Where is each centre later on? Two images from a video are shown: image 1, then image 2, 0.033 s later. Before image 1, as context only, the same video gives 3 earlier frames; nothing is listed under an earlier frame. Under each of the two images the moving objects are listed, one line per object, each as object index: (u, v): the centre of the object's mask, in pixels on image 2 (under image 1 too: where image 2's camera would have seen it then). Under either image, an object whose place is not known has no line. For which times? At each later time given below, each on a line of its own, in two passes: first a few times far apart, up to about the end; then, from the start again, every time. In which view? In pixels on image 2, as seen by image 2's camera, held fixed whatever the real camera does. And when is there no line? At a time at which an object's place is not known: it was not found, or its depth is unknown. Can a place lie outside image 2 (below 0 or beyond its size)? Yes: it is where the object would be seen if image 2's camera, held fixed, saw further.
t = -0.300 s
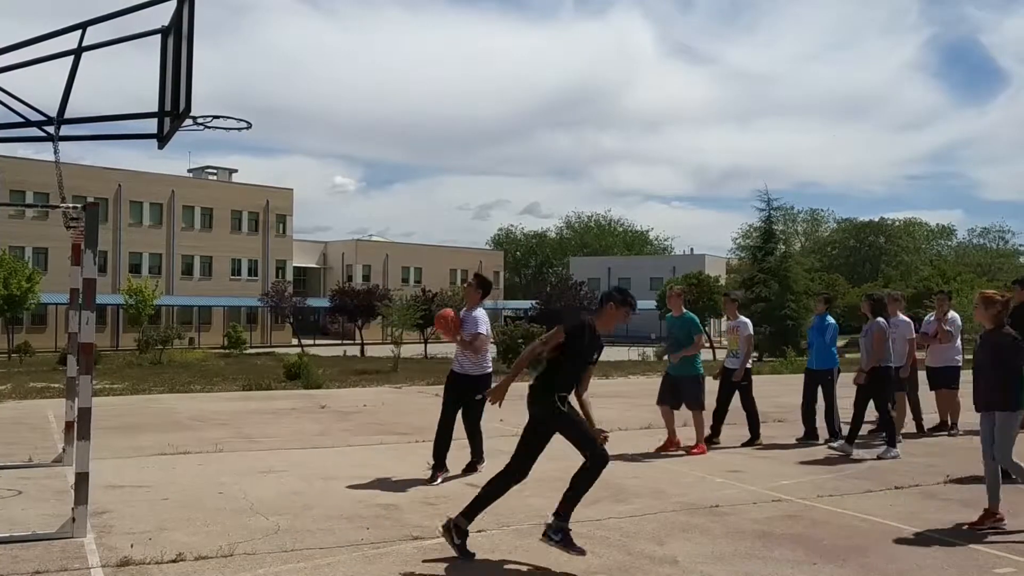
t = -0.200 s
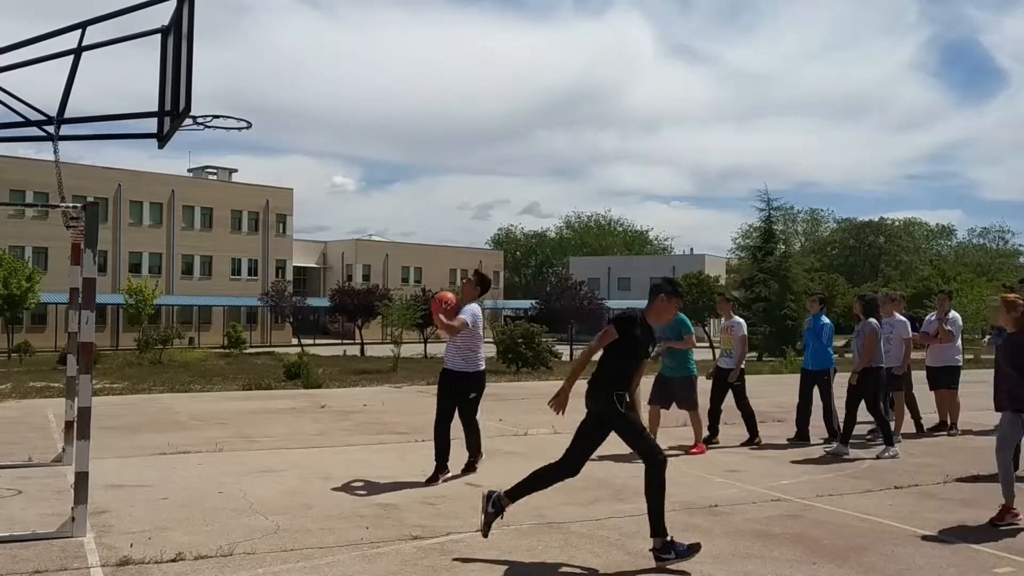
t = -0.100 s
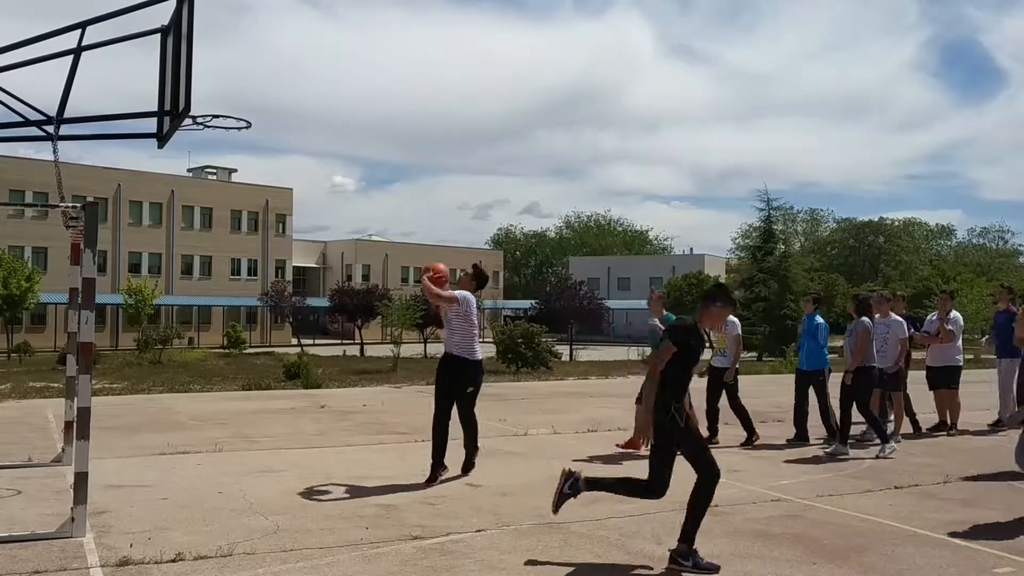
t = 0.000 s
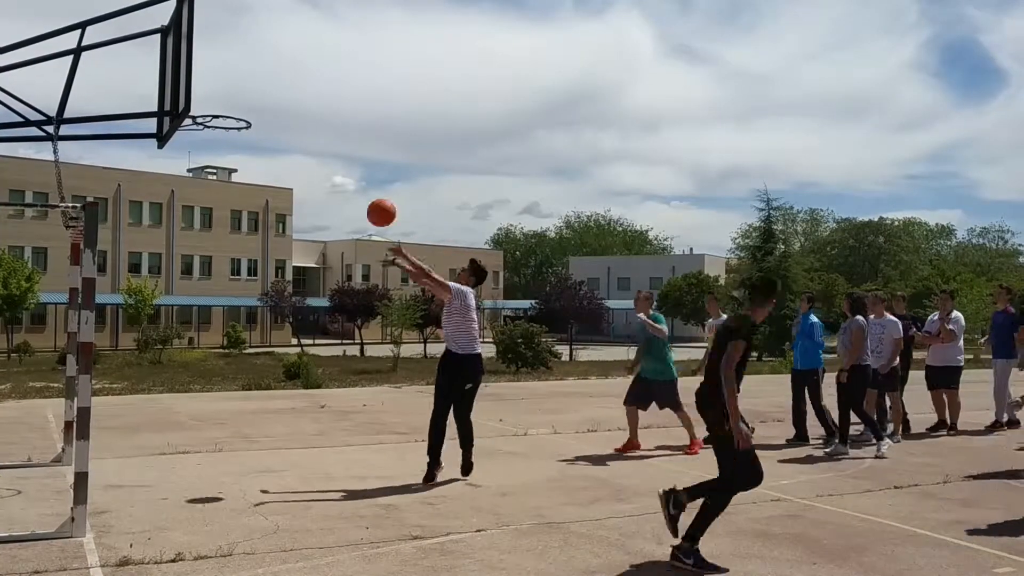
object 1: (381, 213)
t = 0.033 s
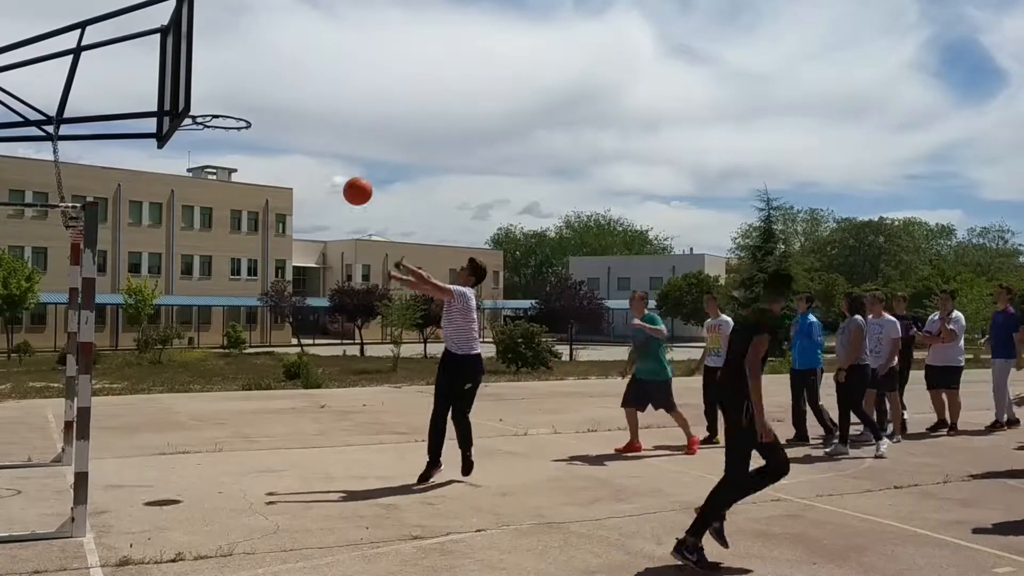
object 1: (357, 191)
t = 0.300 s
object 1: (228, 75)
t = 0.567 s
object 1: (367, 109)
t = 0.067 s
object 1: (334, 171)
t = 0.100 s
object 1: (310, 151)
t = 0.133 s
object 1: (285, 132)
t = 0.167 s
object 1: (261, 115)
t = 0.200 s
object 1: (236, 99)
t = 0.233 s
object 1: (210, 84)
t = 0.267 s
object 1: (209, 77)
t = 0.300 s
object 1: (228, 75)
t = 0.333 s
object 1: (247, 75)
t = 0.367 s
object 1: (265, 76)
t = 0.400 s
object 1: (283, 78)
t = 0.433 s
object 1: (300, 82)
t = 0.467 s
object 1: (317, 87)
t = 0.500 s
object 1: (334, 93)
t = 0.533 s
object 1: (351, 100)
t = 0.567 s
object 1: (367, 109)
